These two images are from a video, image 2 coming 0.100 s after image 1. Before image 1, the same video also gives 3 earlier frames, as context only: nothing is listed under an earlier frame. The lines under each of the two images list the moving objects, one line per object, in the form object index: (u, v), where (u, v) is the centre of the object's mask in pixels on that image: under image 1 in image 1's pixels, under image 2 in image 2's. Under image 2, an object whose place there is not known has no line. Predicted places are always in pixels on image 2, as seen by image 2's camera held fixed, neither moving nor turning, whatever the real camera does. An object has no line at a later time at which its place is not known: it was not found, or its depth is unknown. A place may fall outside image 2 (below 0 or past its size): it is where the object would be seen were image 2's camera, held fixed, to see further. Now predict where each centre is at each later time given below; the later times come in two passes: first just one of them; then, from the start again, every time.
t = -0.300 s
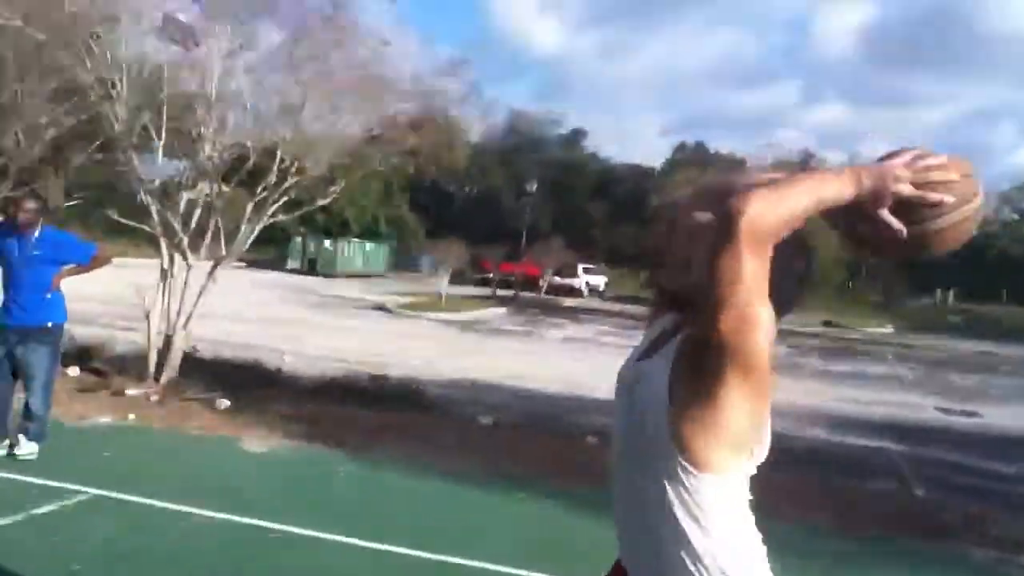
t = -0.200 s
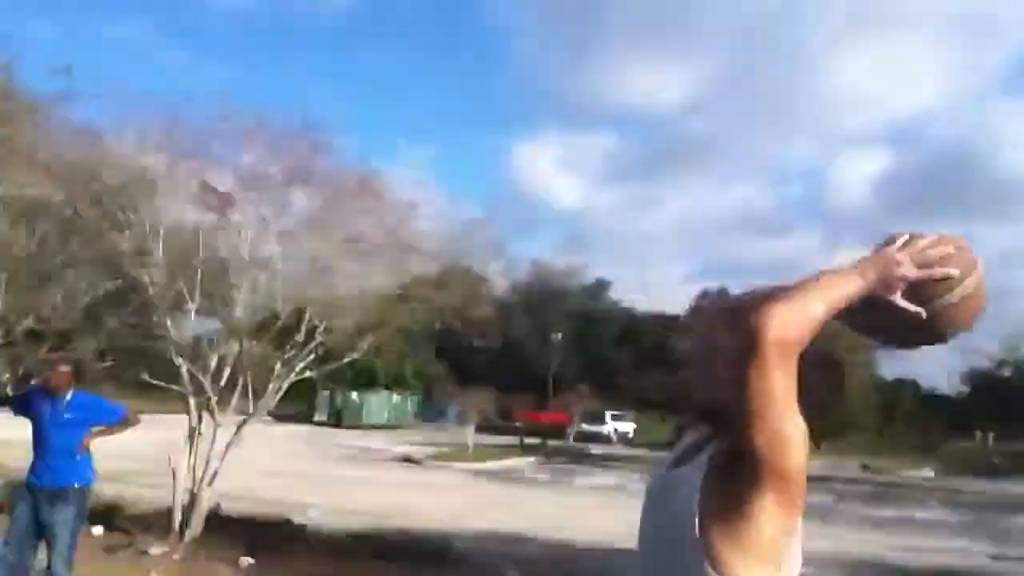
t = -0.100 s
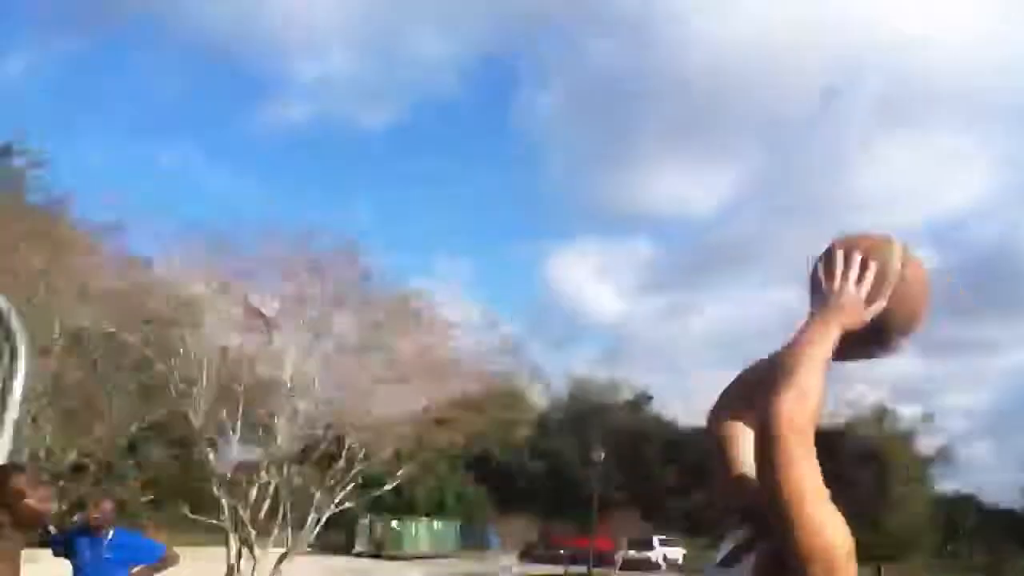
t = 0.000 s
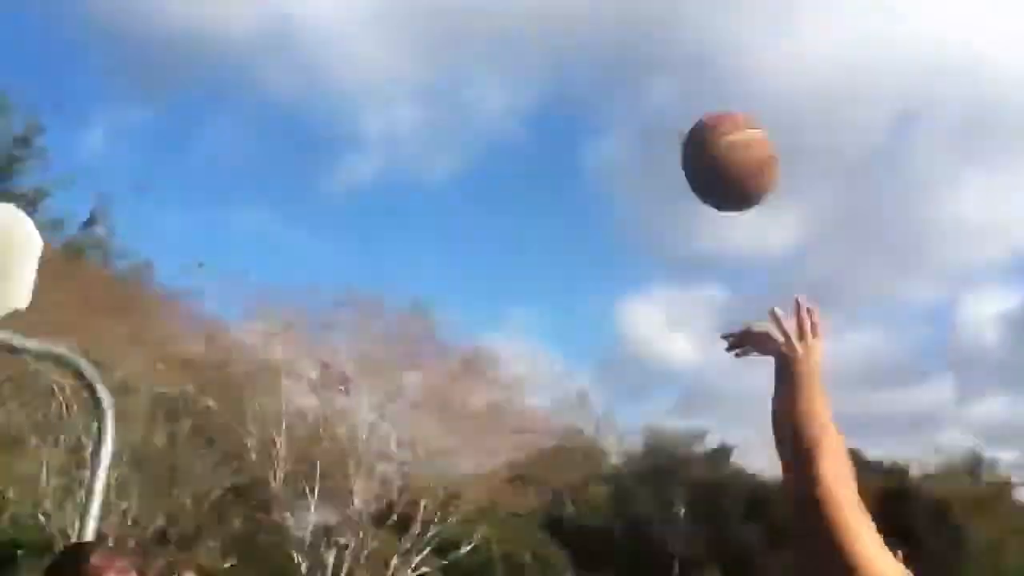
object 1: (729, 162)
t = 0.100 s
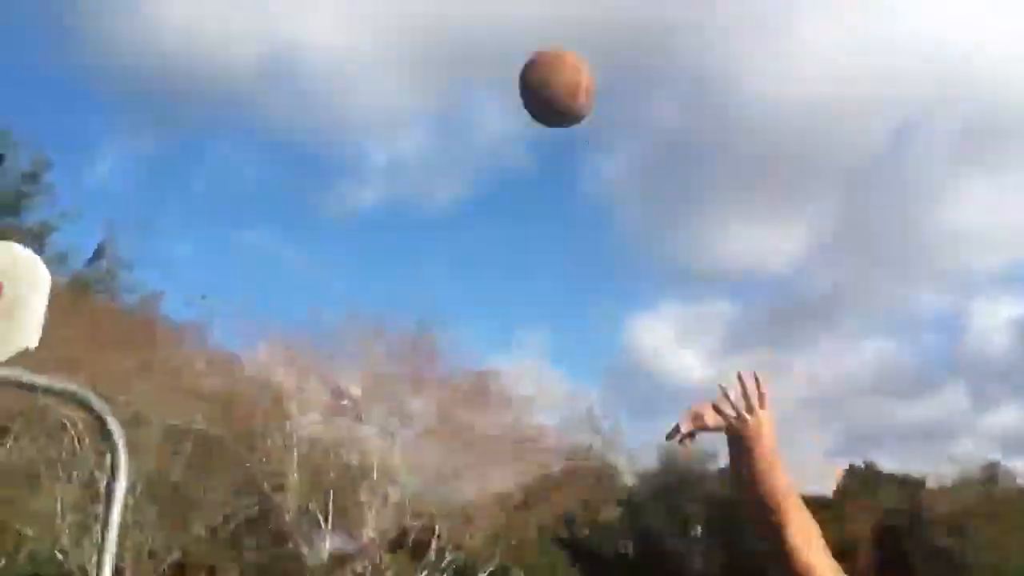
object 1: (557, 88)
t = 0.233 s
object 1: (419, 35)
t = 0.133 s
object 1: (522, 63)
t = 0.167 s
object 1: (488, 43)
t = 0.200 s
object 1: (451, 38)
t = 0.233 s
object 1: (419, 35)
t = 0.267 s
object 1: (391, 30)
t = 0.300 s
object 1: (366, 26)
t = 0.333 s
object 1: (341, 25)
